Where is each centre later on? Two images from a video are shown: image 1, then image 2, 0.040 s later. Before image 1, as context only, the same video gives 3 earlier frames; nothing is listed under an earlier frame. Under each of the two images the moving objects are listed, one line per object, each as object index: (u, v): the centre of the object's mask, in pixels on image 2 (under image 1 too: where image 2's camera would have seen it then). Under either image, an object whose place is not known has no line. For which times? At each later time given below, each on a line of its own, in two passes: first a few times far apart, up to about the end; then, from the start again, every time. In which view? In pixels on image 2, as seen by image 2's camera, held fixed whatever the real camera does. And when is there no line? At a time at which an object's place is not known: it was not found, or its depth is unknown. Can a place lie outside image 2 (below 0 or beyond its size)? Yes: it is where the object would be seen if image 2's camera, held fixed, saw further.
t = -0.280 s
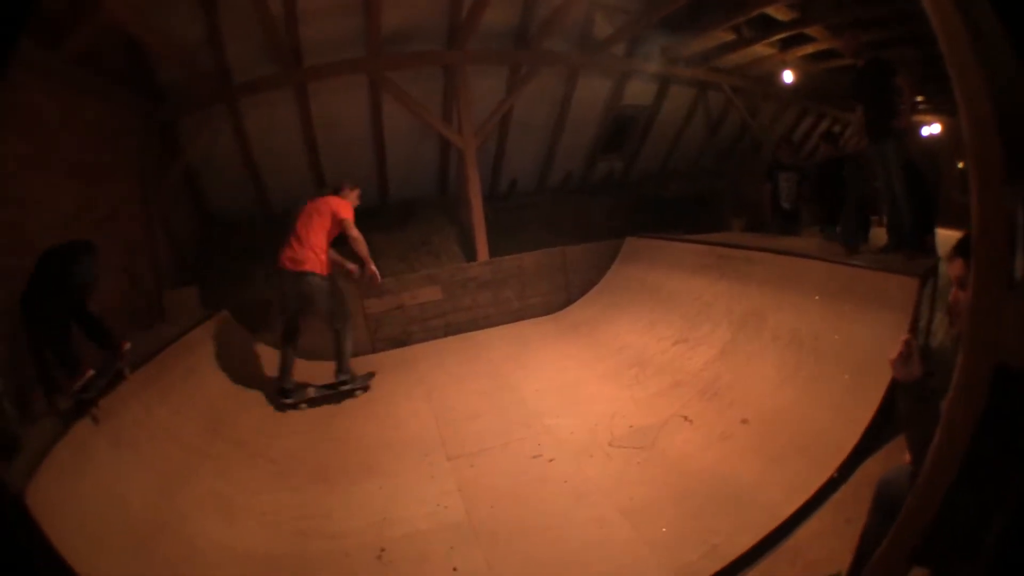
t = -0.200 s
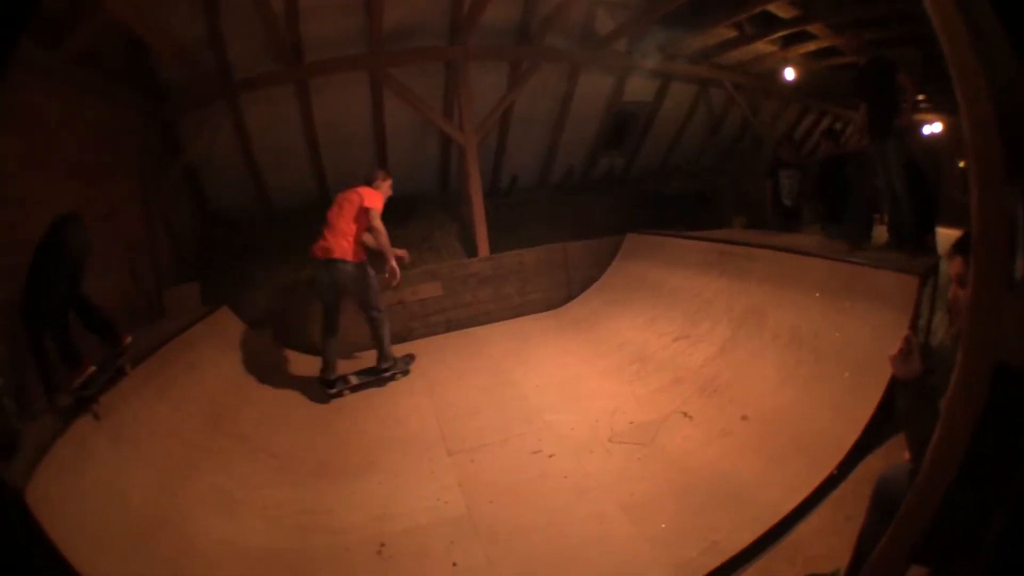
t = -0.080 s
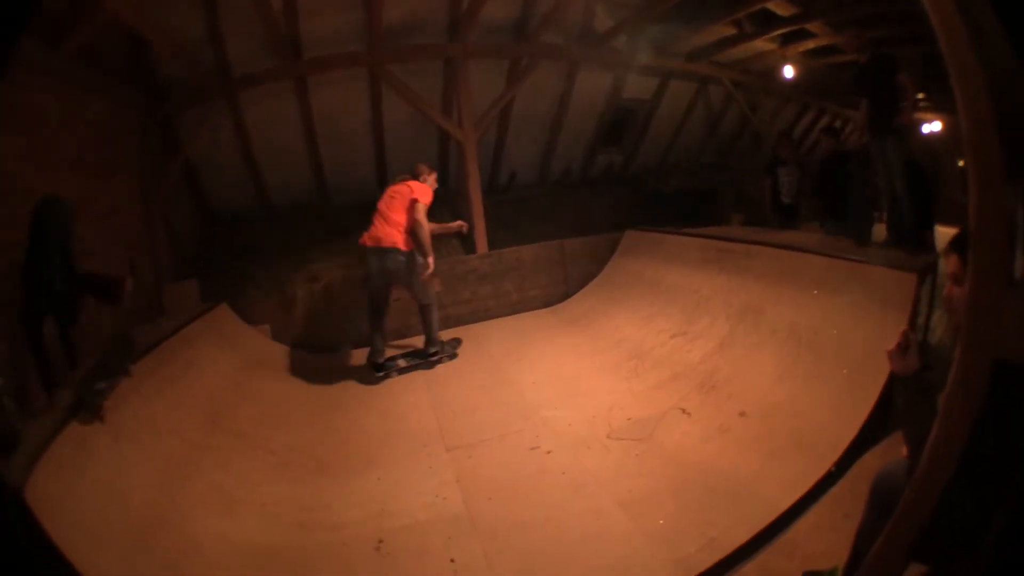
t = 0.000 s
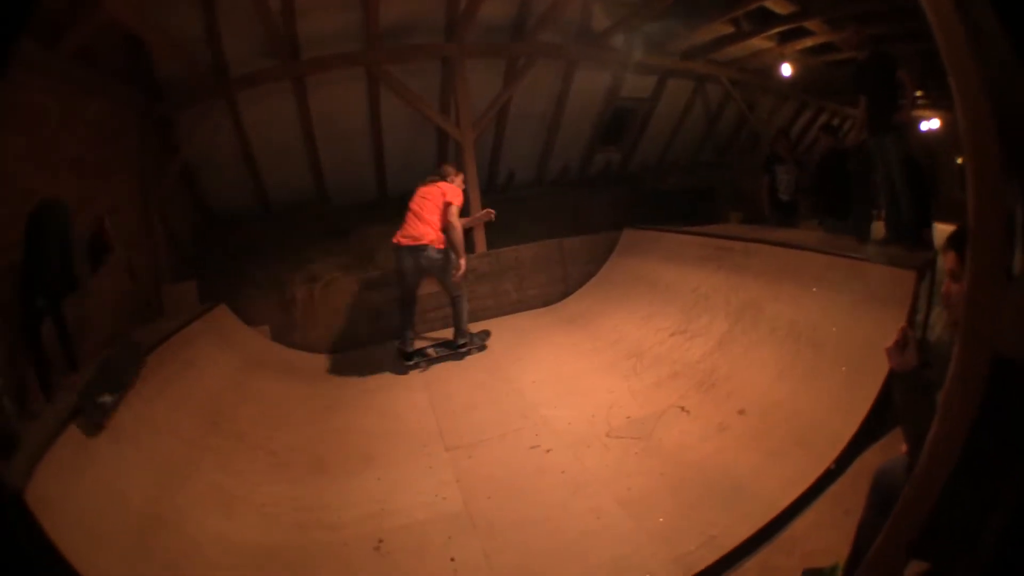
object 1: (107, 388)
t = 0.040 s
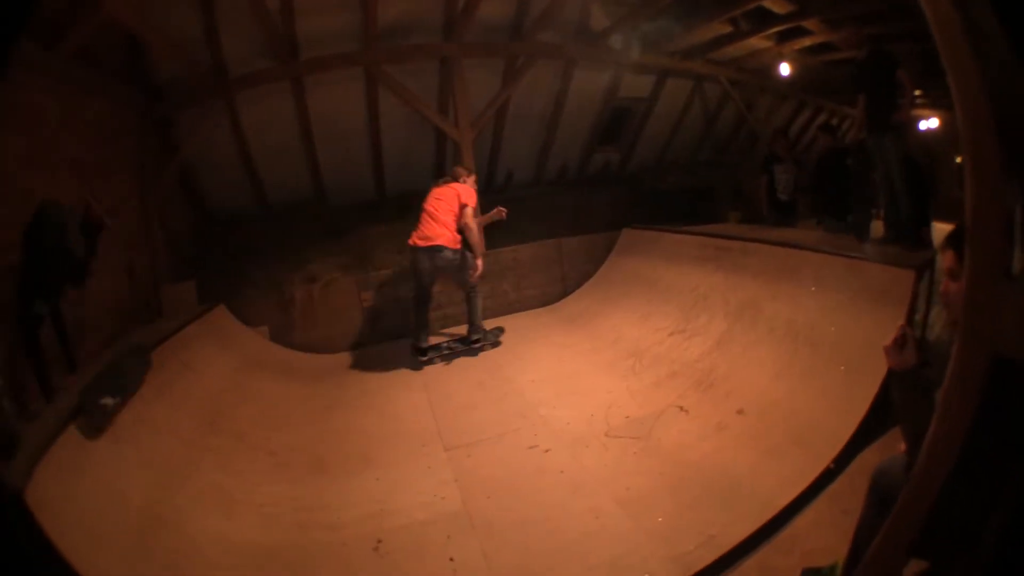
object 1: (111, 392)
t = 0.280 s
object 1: (159, 437)
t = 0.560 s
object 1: (268, 474)
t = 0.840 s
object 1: (359, 438)
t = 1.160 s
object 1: (400, 394)
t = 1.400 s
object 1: (426, 368)
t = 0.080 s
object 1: (116, 396)
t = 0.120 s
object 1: (122, 401)
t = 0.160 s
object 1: (129, 410)
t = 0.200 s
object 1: (138, 419)
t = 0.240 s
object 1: (148, 429)
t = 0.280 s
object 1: (159, 437)
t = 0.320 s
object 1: (173, 447)
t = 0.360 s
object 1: (186, 454)
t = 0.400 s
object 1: (202, 461)
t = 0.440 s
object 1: (218, 467)
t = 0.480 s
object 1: (235, 471)
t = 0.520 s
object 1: (251, 474)
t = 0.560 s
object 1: (268, 474)
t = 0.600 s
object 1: (288, 466)
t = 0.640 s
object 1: (303, 464)
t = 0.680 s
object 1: (317, 461)
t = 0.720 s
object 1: (330, 454)
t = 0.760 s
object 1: (341, 448)
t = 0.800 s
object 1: (351, 442)
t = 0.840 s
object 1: (359, 438)
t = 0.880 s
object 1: (366, 431)
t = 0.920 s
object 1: (373, 426)
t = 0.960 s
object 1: (378, 420)
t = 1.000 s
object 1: (382, 415)
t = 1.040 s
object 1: (387, 409)
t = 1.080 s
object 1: (391, 404)
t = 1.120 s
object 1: (396, 399)
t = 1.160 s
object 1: (400, 394)
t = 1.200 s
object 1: (405, 390)
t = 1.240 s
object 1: (409, 385)
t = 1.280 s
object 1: (413, 381)
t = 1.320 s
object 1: (417, 377)
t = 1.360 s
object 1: (421, 372)
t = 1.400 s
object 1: (426, 368)
